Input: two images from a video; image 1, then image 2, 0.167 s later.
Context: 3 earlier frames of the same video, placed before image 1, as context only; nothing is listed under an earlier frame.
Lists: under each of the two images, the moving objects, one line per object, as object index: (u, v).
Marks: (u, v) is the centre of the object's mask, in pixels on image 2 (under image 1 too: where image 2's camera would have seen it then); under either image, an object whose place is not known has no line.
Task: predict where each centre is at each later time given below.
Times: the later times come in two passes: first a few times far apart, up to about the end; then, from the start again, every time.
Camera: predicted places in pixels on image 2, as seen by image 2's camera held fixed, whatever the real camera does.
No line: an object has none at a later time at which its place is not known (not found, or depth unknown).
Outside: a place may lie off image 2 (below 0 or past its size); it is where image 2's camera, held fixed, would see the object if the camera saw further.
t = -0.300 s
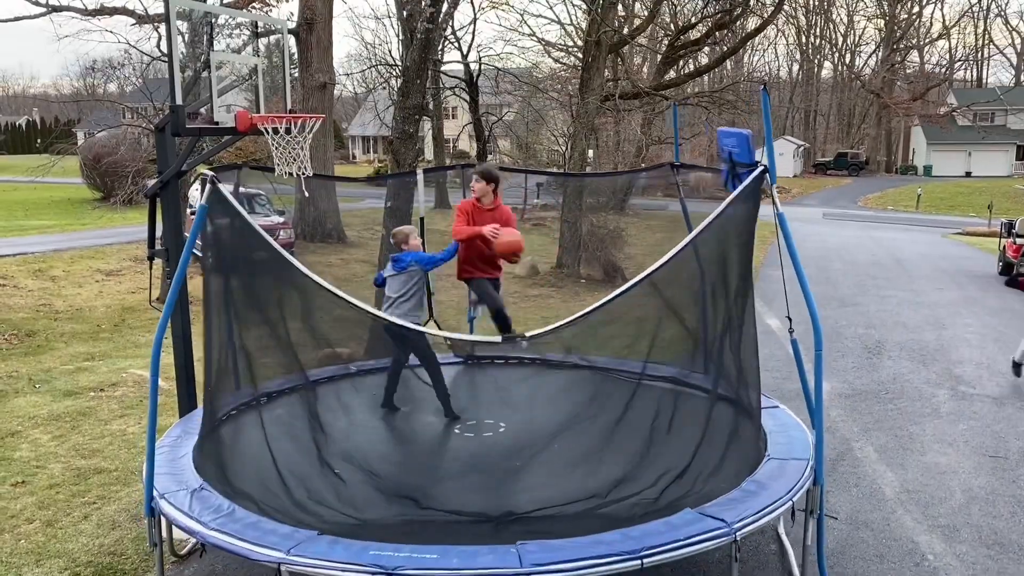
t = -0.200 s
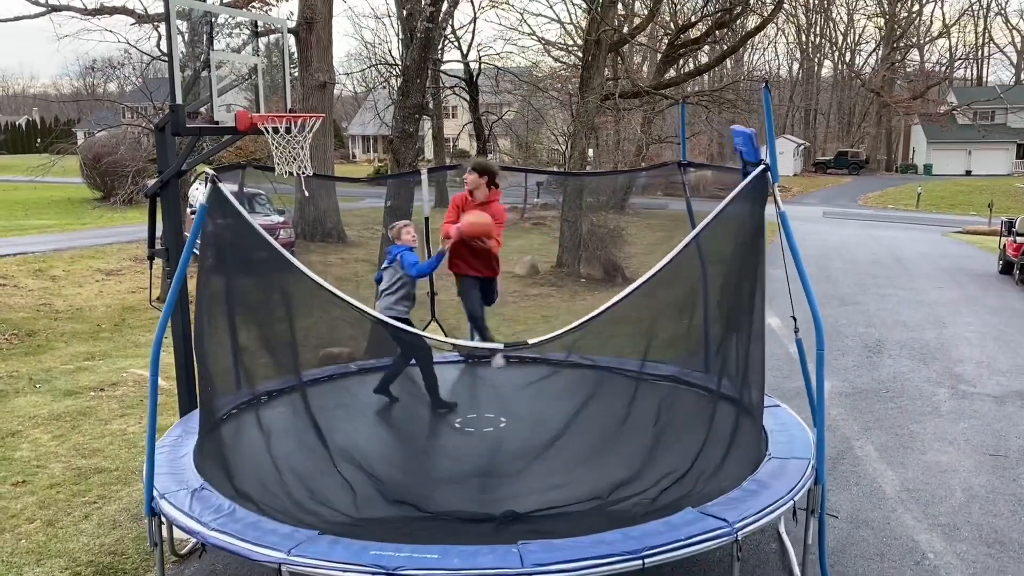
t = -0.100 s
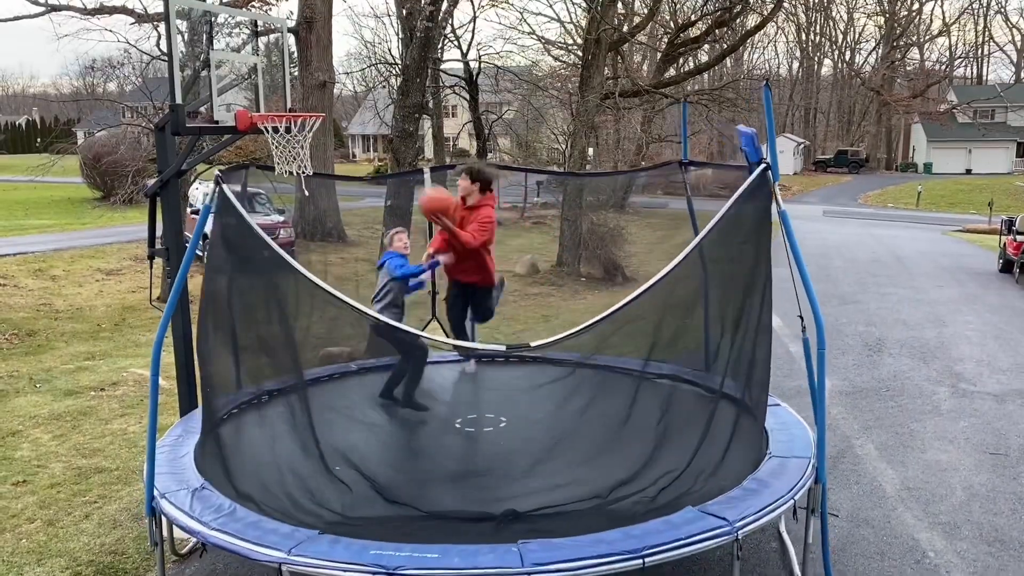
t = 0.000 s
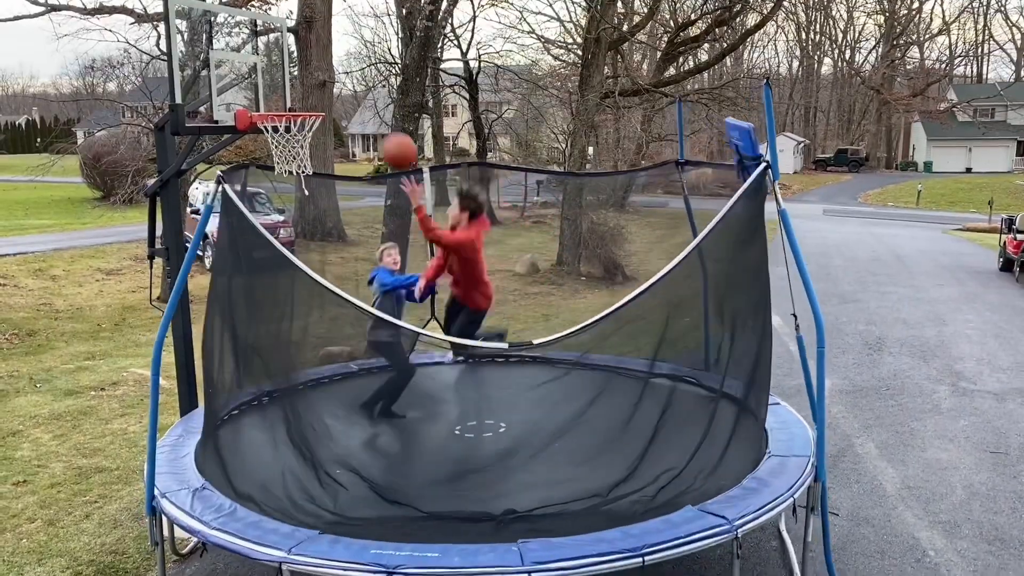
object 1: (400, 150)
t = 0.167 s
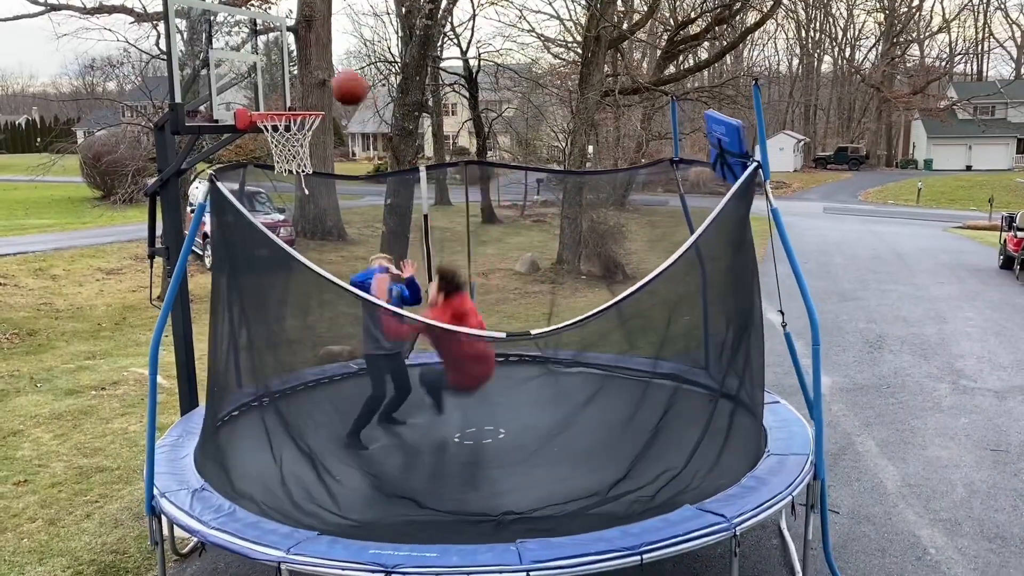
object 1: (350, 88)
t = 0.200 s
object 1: (339, 80)
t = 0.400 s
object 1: (286, 71)
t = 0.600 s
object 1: (262, 83)
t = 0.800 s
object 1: (287, 86)
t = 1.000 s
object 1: (286, 132)
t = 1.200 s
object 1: (279, 169)
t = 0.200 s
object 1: (339, 80)
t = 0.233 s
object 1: (330, 74)
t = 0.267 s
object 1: (320, 70)
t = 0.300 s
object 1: (312, 68)
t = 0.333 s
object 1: (304, 67)
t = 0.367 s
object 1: (295, 68)
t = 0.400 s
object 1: (286, 71)
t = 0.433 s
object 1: (278, 76)
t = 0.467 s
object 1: (270, 81)
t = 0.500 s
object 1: (263, 89)
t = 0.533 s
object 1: (255, 95)
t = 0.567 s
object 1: (257, 89)
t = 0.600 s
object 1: (262, 83)
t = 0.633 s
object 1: (265, 80)
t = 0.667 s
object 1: (269, 78)
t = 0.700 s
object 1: (274, 78)
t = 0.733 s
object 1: (278, 79)
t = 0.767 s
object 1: (283, 82)
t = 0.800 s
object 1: (287, 86)
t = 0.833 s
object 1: (292, 93)
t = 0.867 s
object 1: (297, 98)
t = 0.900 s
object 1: (302, 103)
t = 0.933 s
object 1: (300, 116)
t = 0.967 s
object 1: (291, 124)
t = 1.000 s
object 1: (286, 132)
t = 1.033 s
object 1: (282, 144)
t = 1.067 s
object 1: (274, 151)
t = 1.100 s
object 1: (275, 160)
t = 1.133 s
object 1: (276, 160)
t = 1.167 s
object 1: (276, 166)
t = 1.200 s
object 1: (279, 169)
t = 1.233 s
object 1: (282, 175)
